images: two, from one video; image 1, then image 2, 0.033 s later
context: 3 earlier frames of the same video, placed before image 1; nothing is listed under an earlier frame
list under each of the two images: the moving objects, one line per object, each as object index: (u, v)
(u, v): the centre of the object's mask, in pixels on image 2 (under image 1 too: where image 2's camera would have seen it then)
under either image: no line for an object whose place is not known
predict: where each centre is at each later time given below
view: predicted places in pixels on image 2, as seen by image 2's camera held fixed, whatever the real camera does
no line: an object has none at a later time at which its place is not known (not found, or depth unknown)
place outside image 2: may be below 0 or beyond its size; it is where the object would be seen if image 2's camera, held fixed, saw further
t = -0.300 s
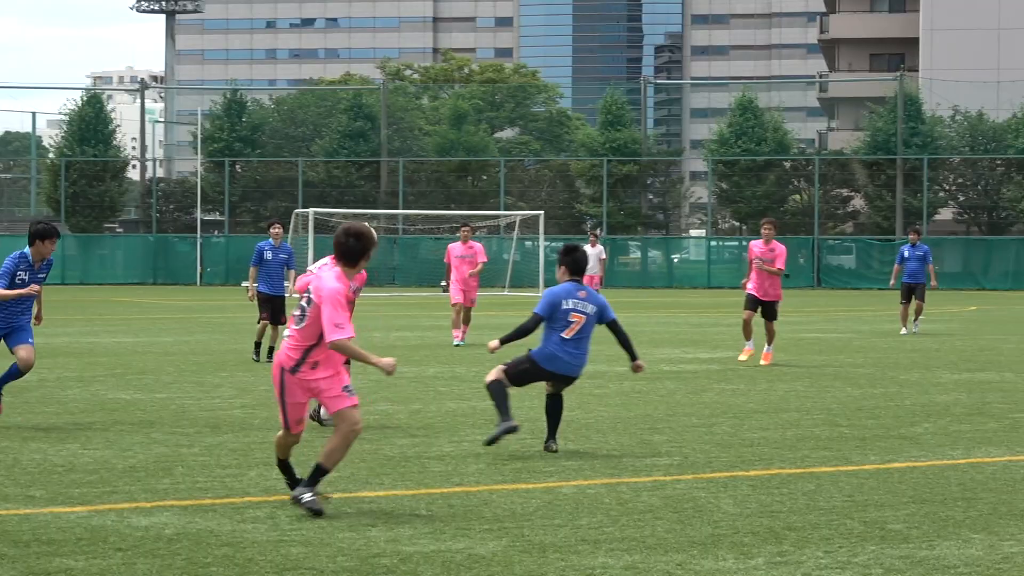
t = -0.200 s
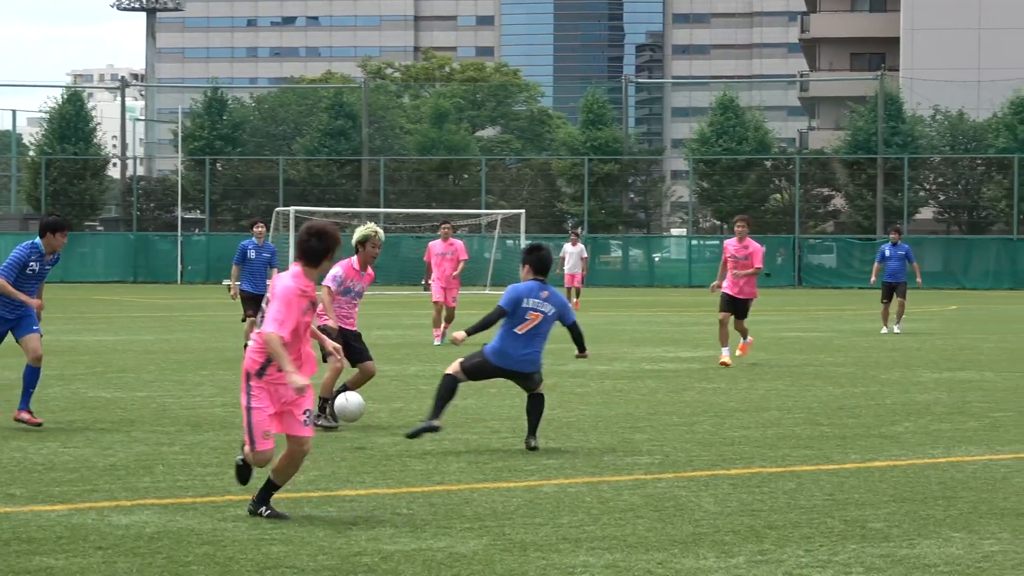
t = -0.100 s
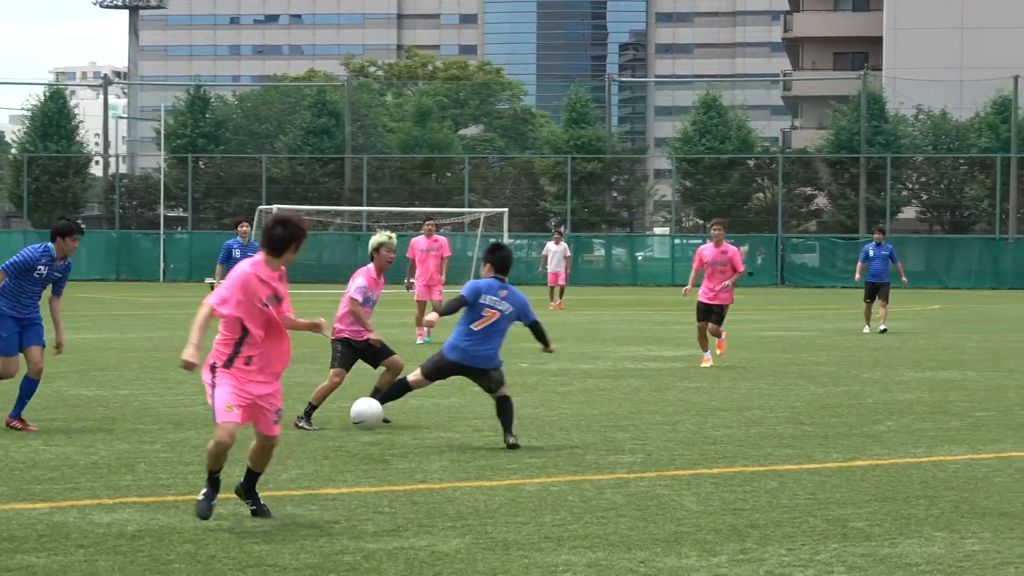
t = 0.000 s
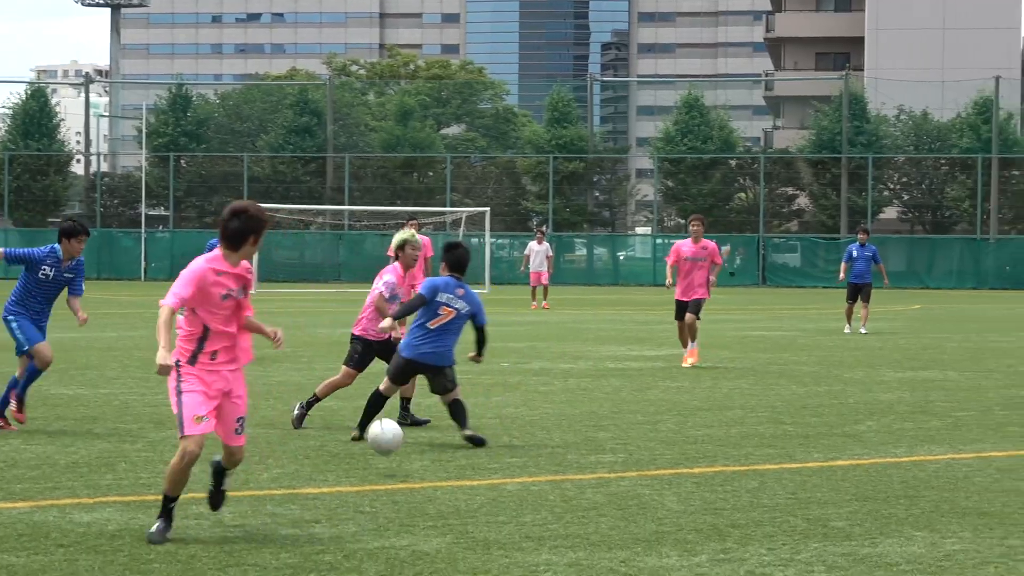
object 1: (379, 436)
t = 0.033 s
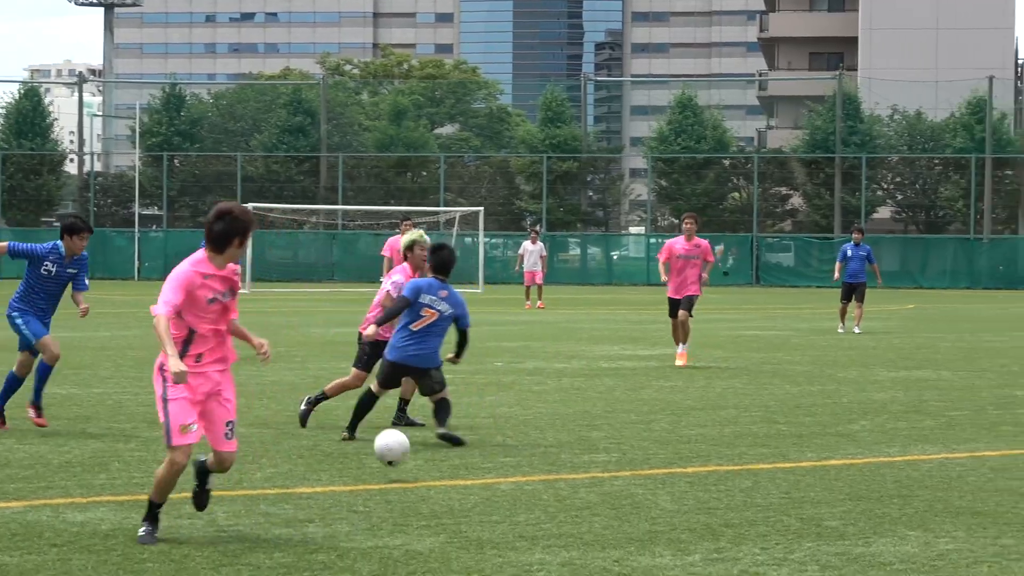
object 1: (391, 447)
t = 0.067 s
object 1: (404, 461)
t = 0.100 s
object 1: (417, 477)
